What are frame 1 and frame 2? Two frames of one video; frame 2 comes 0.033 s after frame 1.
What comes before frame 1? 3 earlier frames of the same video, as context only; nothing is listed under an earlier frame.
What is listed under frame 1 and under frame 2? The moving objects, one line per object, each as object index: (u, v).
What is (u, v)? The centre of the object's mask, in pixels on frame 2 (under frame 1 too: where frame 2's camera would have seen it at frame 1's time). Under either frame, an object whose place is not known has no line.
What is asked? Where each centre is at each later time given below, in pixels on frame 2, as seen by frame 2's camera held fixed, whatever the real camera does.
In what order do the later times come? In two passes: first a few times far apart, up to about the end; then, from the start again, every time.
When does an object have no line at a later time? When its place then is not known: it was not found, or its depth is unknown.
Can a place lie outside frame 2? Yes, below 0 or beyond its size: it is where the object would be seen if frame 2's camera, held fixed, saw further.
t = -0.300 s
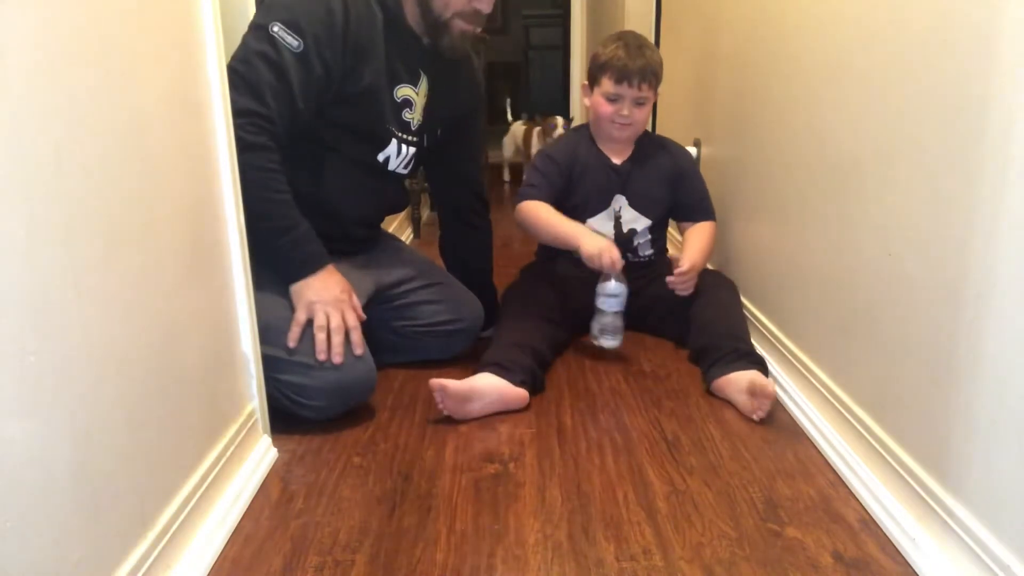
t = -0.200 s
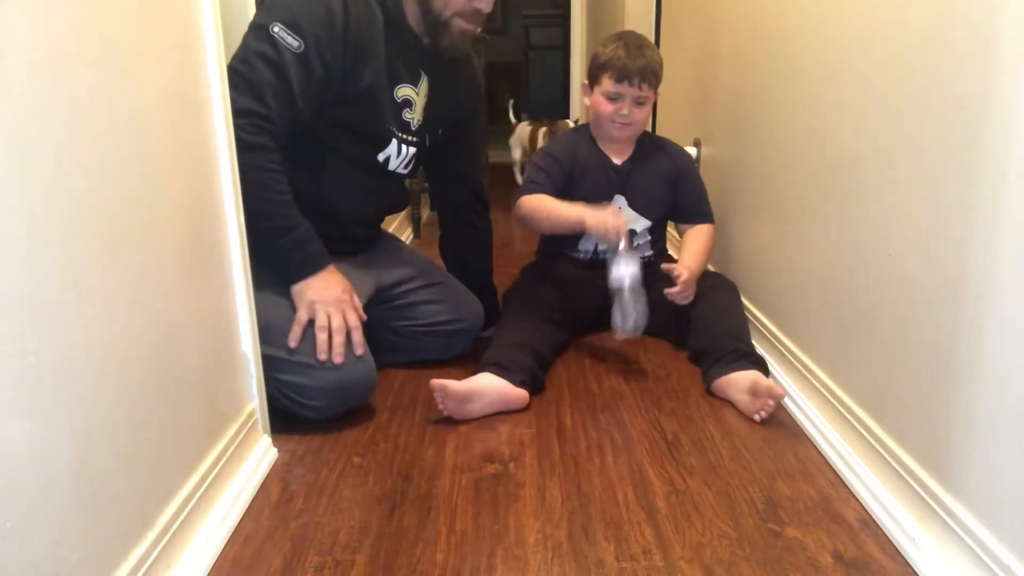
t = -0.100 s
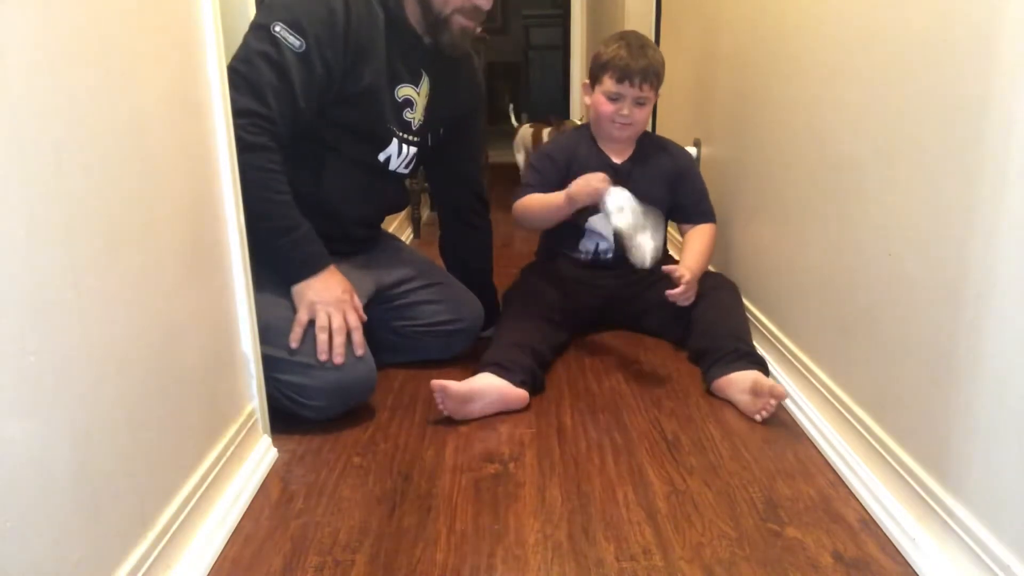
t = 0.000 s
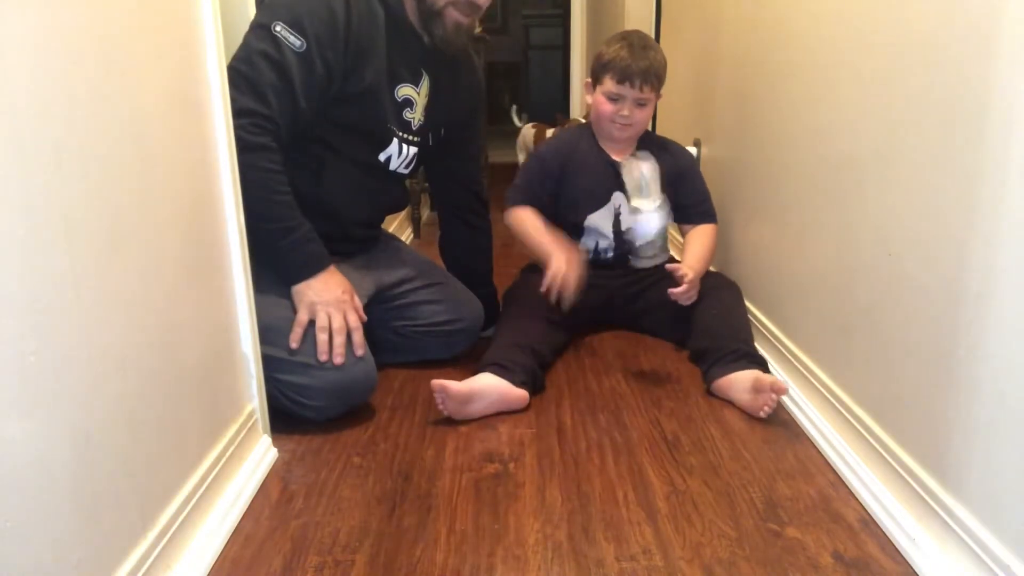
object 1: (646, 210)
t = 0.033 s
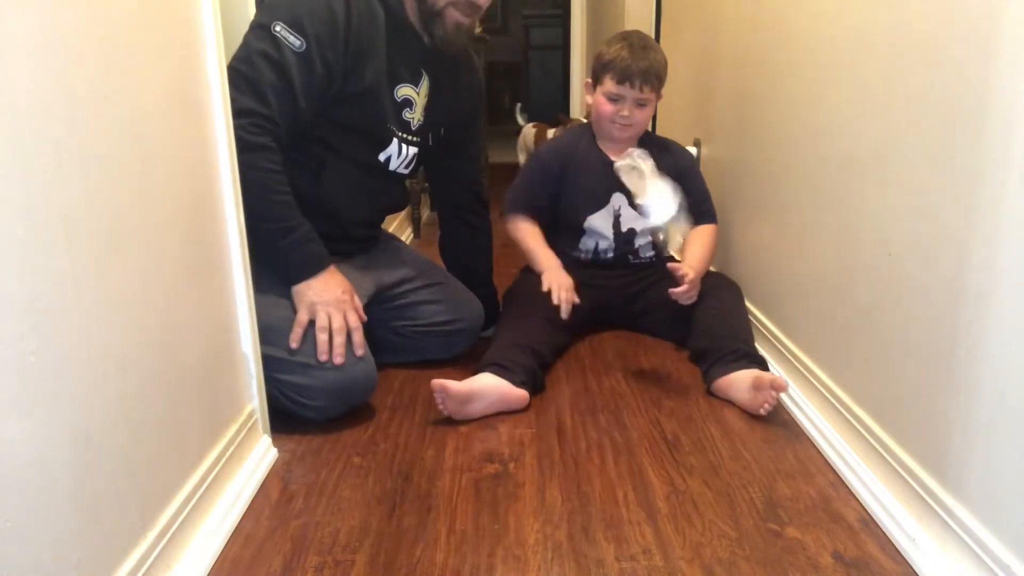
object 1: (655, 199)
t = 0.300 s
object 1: (636, 325)
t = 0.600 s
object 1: (640, 379)
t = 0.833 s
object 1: (640, 379)
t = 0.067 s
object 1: (655, 187)
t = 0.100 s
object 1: (650, 186)
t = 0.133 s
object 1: (647, 195)
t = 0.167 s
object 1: (645, 212)
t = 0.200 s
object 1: (643, 235)
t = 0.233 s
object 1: (639, 262)
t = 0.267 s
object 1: (637, 292)
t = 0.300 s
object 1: (636, 325)
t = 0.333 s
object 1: (638, 349)
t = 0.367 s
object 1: (642, 362)
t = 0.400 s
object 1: (642, 377)
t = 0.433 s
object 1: (640, 379)
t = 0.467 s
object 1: (640, 379)
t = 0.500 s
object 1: (640, 379)
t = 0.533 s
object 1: (640, 379)
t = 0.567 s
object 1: (640, 379)
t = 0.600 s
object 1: (640, 379)
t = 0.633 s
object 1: (640, 379)
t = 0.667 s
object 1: (640, 379)
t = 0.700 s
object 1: (641, 379)
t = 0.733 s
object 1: (640, 379)
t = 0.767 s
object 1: (640, 379)
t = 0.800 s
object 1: (640, 379)
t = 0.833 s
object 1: (640, 379)
